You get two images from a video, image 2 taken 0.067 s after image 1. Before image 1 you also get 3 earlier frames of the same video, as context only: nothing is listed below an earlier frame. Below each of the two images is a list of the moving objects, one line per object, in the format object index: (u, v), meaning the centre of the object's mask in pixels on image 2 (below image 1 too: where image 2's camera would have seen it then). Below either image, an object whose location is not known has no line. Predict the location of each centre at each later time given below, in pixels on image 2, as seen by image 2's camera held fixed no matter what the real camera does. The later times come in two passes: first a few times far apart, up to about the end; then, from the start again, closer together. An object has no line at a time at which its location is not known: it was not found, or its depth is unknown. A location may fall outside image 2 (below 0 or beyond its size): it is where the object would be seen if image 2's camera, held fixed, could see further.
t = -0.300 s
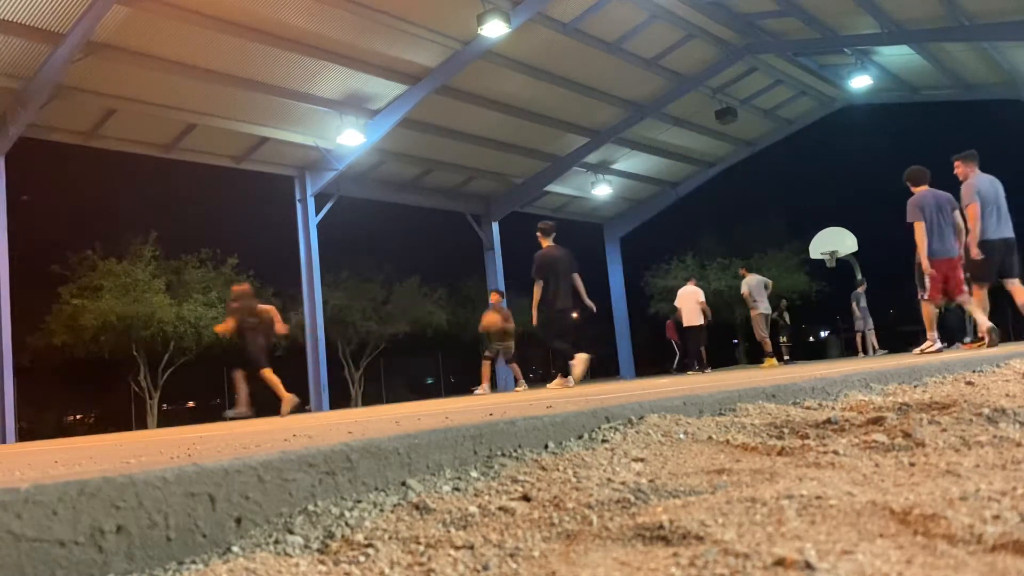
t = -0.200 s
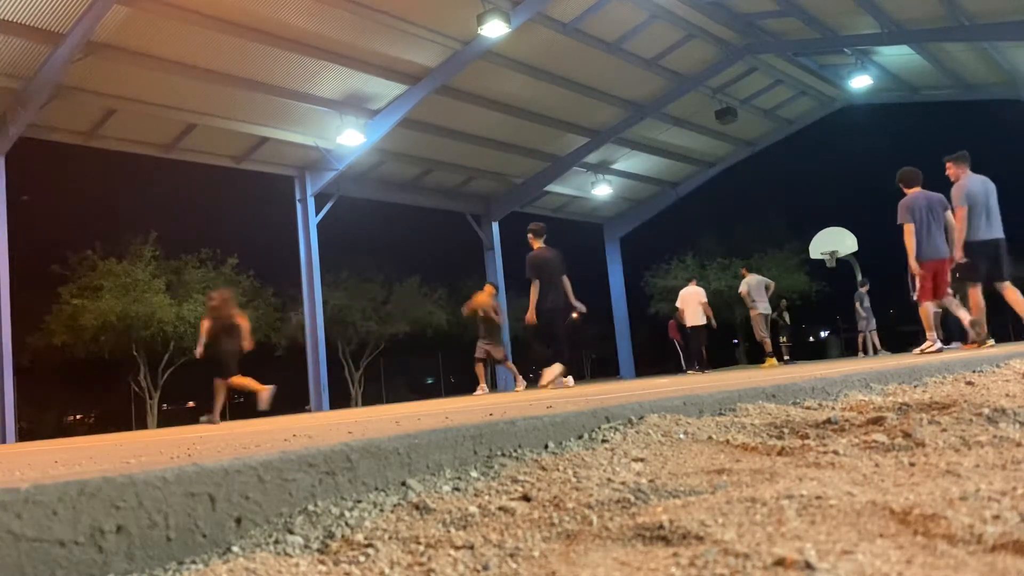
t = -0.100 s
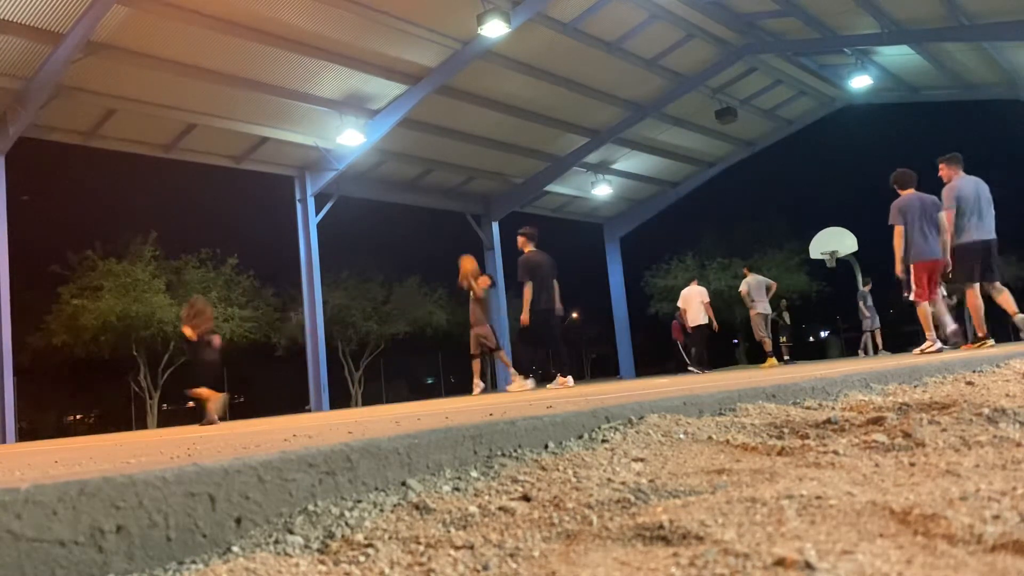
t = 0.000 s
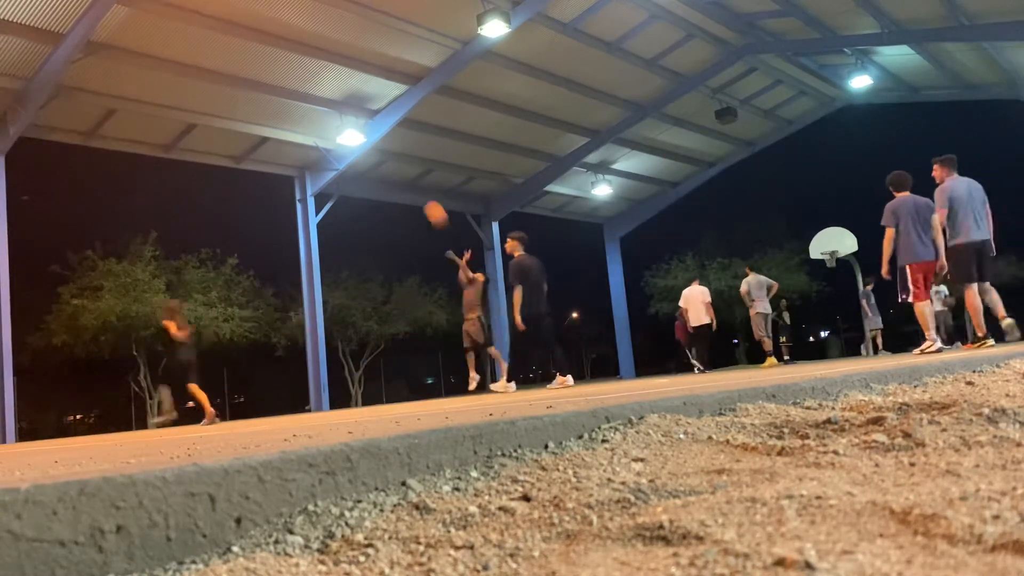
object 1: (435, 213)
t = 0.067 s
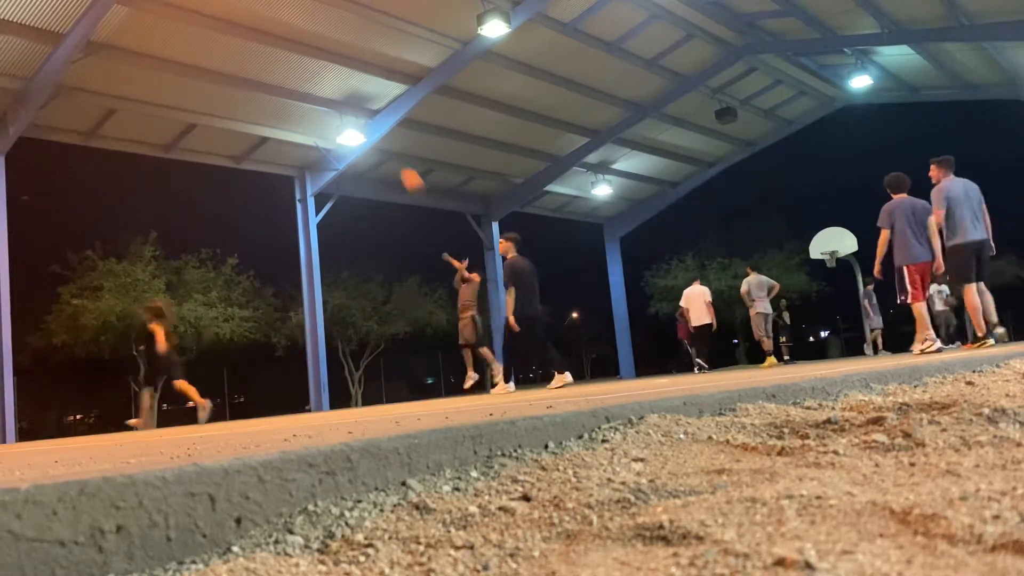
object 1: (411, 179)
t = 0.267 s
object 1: (336, 95)
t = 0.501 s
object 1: (245, 32)
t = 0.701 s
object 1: (164, 10)
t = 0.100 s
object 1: (398, 164)
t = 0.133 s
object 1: (386, 148)
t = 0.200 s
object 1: (362, 118)
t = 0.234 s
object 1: (349, 107)
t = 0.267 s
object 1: (336, 95)
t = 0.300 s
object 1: (321, 84)
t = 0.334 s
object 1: (310, 73)
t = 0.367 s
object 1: (297, 63)
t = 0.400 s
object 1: (284, 54)
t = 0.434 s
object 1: (271, 46)
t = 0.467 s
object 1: (258, 39)
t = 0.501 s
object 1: (245, 32)
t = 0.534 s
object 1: (231, 25)
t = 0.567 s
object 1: (218, 20)
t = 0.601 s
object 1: (205, 16)
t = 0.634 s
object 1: (191, 13)
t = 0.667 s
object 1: (177, 11)
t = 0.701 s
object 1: (164, 10)
